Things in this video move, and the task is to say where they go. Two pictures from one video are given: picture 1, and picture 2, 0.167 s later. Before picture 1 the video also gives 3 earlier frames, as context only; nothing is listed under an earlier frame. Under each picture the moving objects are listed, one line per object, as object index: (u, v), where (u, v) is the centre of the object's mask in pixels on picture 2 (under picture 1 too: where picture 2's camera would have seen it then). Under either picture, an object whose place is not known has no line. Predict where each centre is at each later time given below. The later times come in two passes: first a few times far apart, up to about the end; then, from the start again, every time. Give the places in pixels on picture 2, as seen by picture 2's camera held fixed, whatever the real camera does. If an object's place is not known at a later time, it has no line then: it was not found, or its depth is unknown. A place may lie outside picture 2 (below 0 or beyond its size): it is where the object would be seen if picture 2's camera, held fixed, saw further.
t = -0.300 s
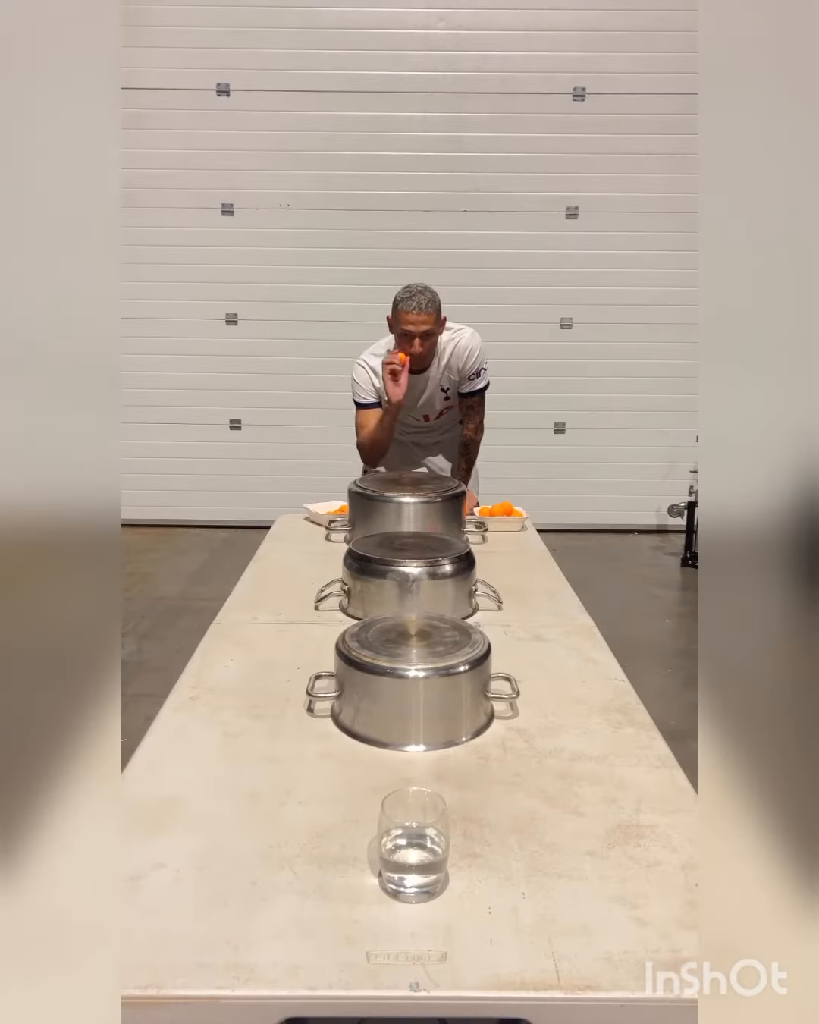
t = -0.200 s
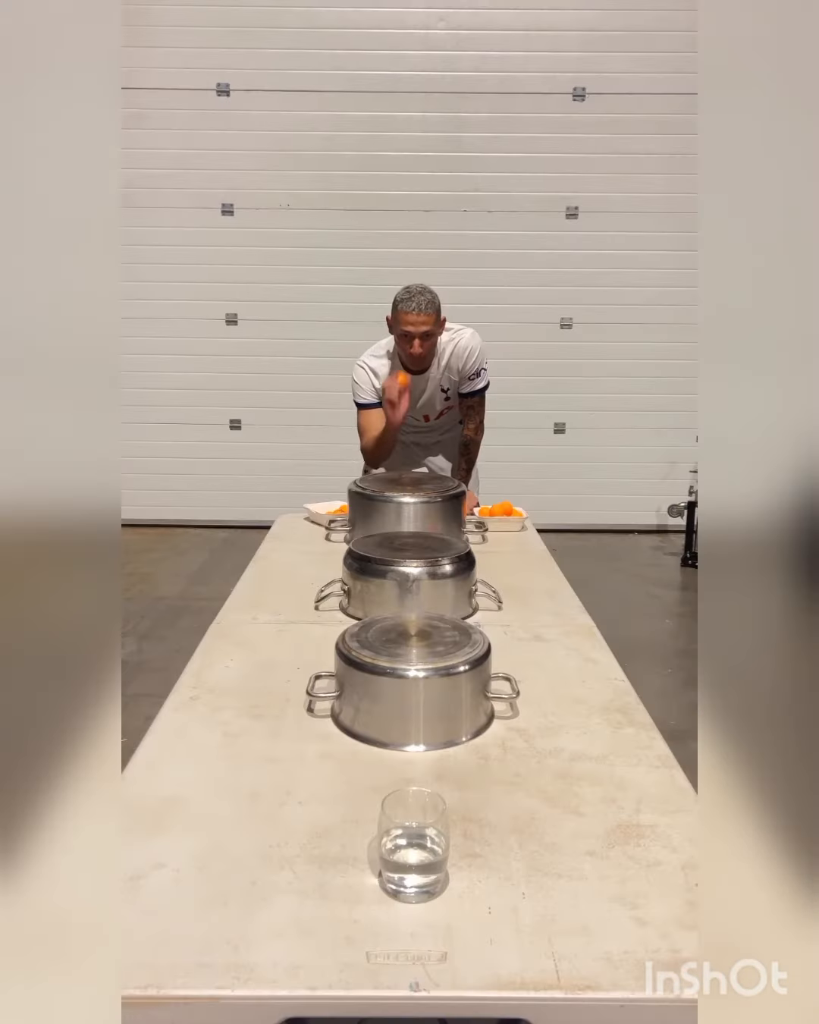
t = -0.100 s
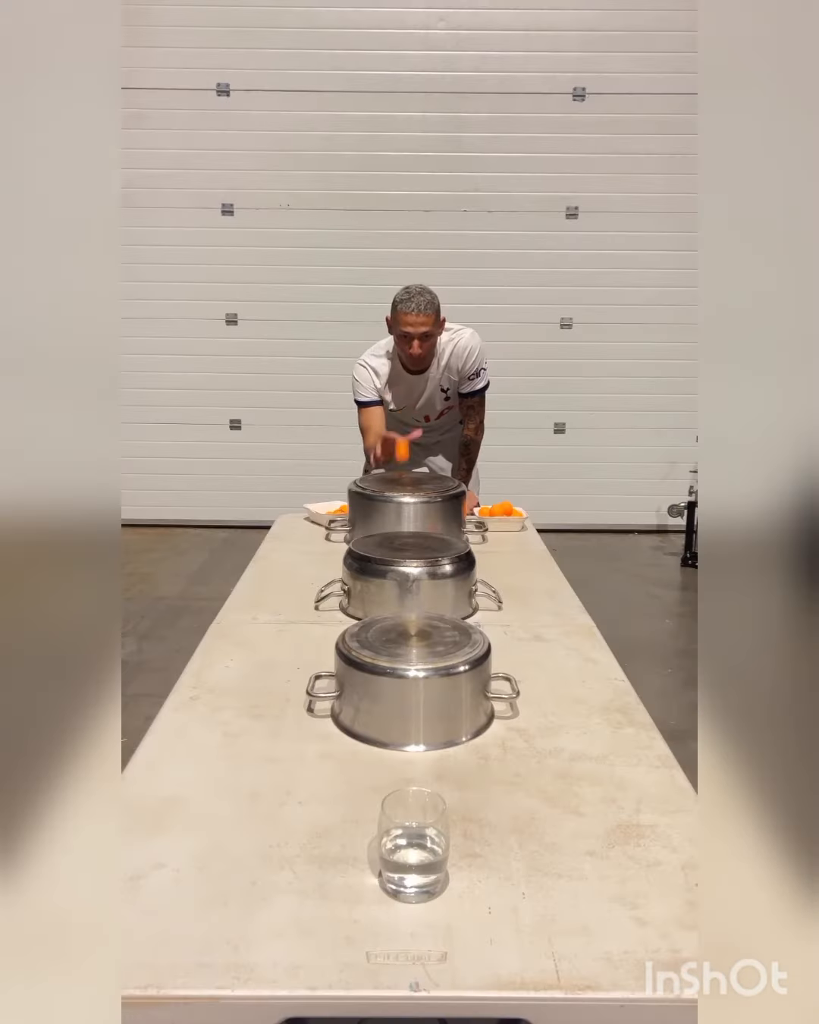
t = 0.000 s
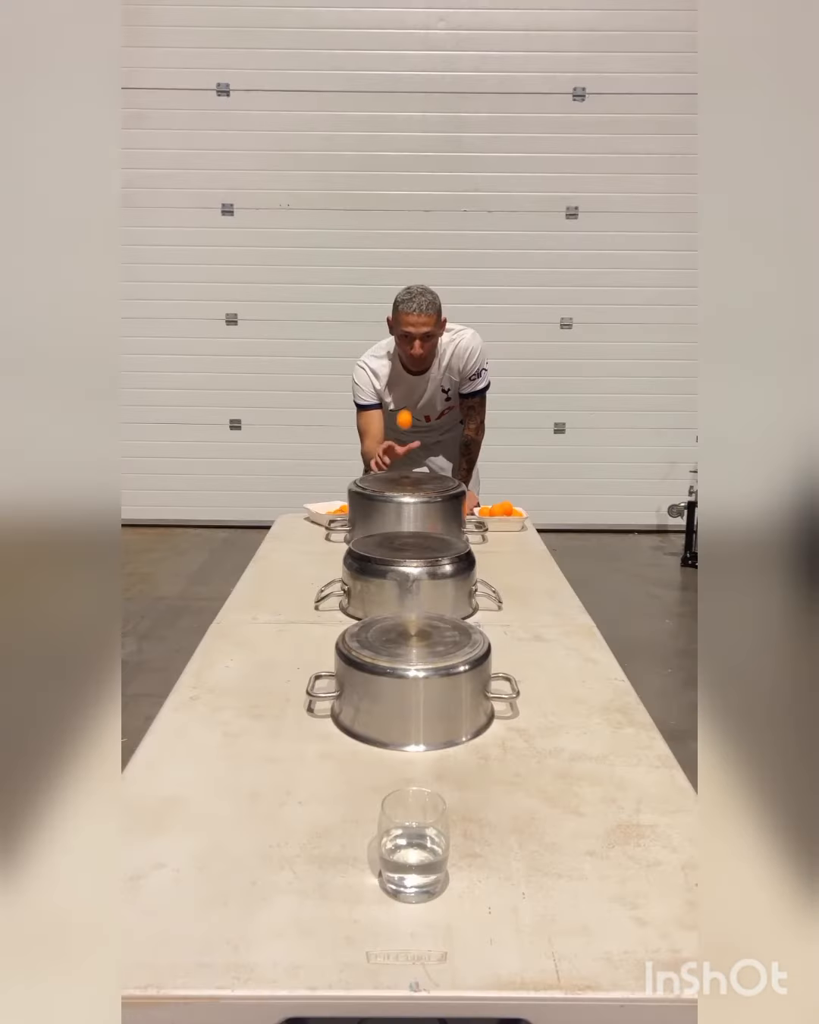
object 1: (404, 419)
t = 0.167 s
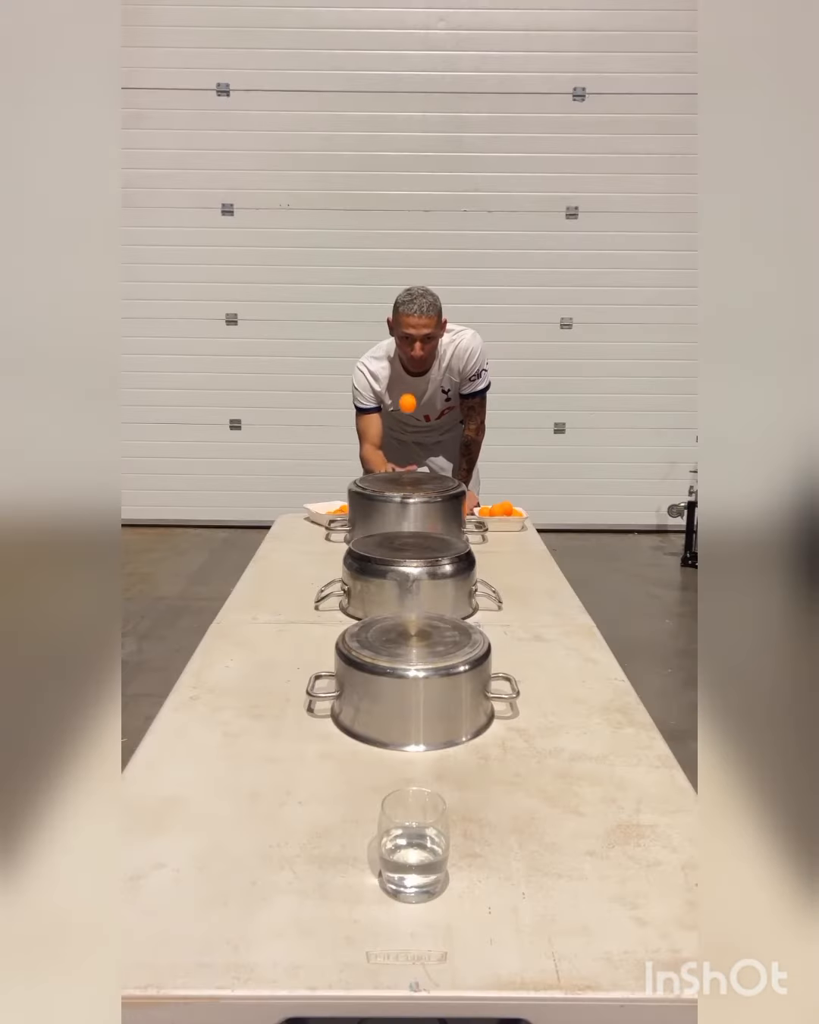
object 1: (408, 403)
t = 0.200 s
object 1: (408, 413)
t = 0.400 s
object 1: (410, 499)
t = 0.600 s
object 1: (413, 463)
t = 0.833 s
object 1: (412, 582)
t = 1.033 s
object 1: (405, 585)
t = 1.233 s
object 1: (390, 916)
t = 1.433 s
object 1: (375, 955)
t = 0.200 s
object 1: (408, 413)
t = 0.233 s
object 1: (409, 430)
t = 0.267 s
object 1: (409, 451)
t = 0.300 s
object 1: (409, 478)
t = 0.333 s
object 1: (410, 511)
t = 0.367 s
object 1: (410, 523)
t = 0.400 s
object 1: (410, 499)
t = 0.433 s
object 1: (411, 481)
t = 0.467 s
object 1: (412, 466)
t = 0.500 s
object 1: (412, 456)
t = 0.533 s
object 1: (413, 453)
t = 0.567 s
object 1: (413, 455)
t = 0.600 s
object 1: (413, 463)
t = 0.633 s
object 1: (413, 478)
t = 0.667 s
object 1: (414, 499)
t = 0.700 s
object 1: (413, 532)
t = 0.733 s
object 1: (413, 567)
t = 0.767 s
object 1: (412, 613)
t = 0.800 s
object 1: (412, 605)
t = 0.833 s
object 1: (412, 582)
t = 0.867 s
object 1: (411, 561)
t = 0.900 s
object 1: (410, 548)
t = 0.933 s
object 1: (409, 545)
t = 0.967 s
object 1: (408, 547)
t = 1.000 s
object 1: (407, 560)
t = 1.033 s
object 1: (405, 585)
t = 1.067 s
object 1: (404, 618)
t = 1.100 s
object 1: (401, 661)
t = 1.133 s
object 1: (399, 720)
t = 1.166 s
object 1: (396, 790)
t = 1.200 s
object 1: (393, 869)
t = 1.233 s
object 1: (390, 916)
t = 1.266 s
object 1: (388, 895)
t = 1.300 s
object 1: (386, 882)
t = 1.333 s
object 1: (384, 880)
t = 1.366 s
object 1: (381, 890)
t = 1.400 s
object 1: (378, 914)
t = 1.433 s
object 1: (375, 955)
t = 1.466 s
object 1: (372, 1001)
